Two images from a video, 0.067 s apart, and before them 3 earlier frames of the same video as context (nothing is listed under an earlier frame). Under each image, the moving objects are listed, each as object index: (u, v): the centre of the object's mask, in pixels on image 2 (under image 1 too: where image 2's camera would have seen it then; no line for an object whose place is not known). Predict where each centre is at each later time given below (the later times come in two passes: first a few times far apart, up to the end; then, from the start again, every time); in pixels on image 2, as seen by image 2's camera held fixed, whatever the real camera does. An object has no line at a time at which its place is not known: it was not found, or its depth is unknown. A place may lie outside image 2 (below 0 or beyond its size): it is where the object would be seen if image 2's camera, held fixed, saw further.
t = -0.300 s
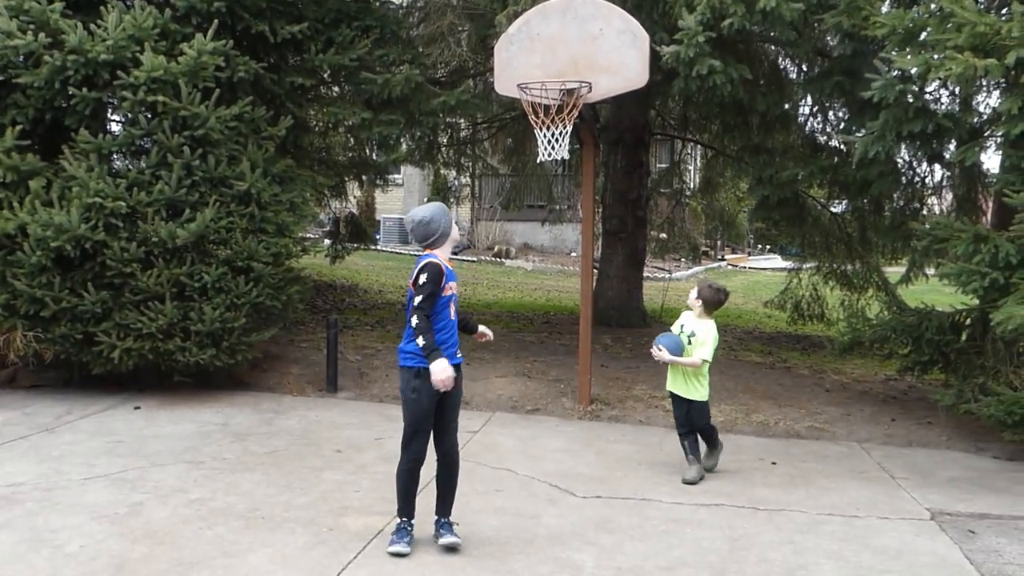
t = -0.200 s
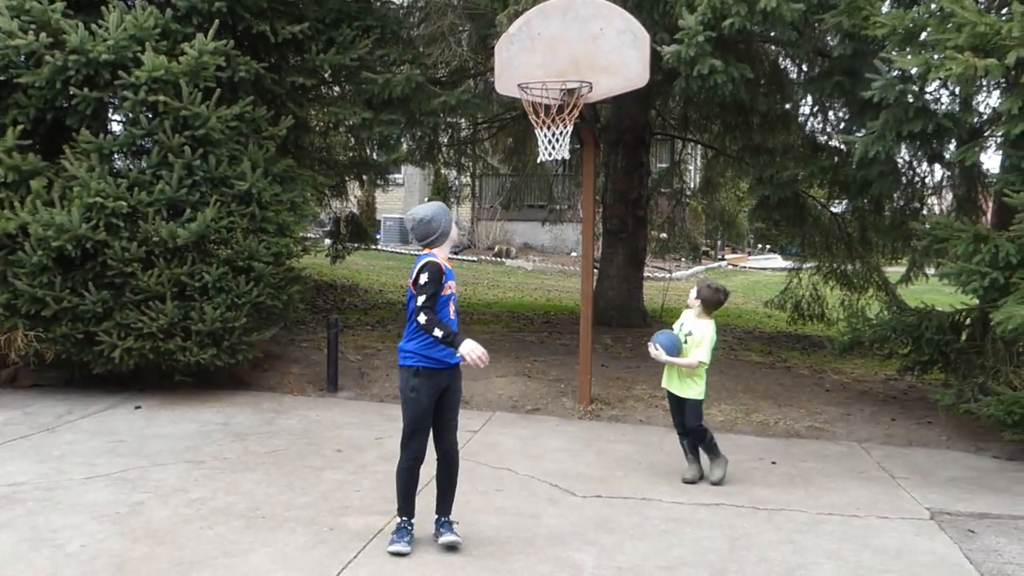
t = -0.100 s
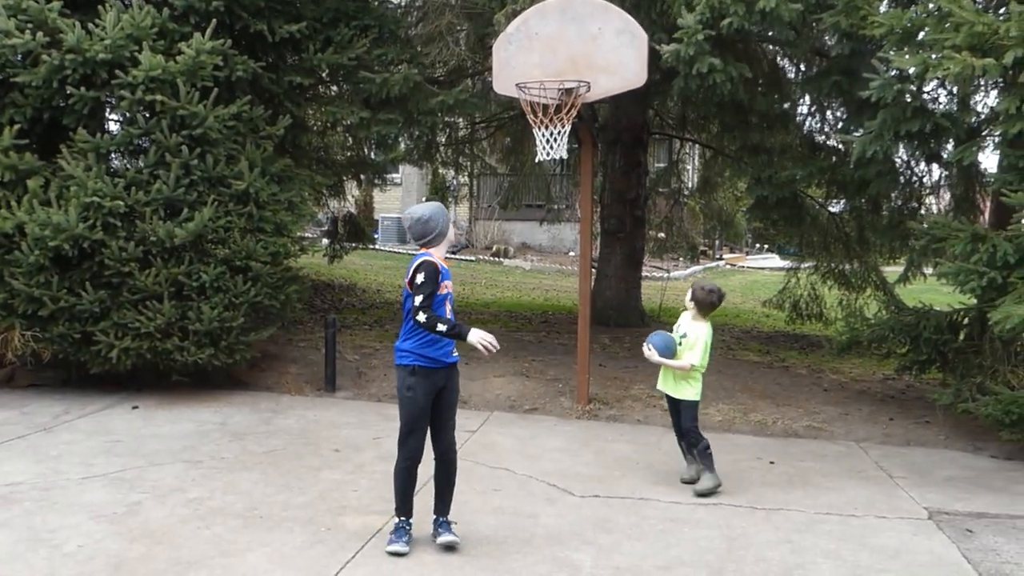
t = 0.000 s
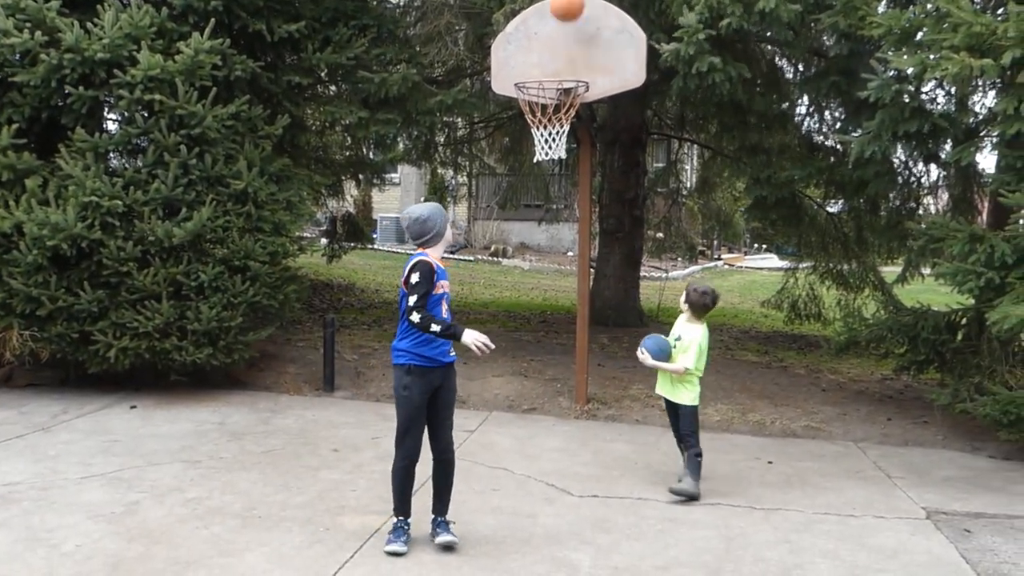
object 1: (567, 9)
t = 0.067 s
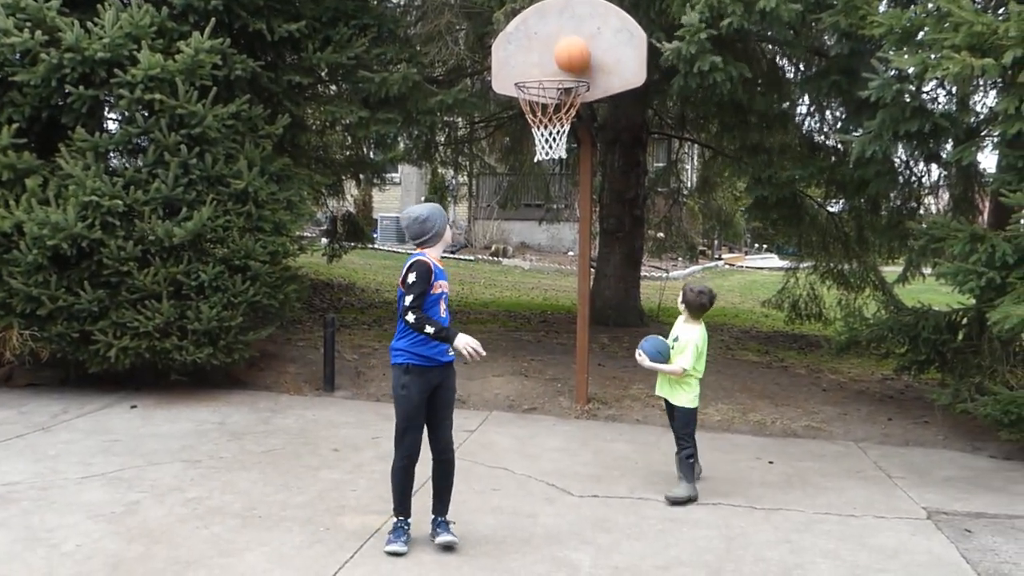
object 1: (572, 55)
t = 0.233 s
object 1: (578, 18)
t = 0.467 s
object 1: (585, 6)
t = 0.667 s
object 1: (589, 45)
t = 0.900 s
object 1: (593, 191)
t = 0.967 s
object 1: (593, 251)
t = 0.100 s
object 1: (573, 64)
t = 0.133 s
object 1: (574, 51)
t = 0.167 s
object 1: (575, 38)
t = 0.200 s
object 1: (577, 27)
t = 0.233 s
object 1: (578, 18)
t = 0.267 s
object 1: (579, 13)
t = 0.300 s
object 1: (580, 10)
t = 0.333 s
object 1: (581, 8)
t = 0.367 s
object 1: (582, 6)
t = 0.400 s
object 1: (583, 5)
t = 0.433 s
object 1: (584, 6)
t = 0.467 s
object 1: (585, 6)
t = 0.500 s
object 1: (586, 8)
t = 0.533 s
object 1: (587, 11)
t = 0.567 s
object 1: (588, 14)
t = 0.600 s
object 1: (588, 20)
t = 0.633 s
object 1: (589, 31)
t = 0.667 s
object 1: (589, 45)
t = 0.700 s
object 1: (590, 59)
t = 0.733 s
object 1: (591, 76)
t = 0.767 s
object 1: (591, 96)
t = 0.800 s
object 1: (592, 117)
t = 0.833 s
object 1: (592, 139)
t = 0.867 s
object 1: (592, 164)
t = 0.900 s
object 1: (593, 191)
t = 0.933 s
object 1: (593, 220)
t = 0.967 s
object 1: (593, 251)
